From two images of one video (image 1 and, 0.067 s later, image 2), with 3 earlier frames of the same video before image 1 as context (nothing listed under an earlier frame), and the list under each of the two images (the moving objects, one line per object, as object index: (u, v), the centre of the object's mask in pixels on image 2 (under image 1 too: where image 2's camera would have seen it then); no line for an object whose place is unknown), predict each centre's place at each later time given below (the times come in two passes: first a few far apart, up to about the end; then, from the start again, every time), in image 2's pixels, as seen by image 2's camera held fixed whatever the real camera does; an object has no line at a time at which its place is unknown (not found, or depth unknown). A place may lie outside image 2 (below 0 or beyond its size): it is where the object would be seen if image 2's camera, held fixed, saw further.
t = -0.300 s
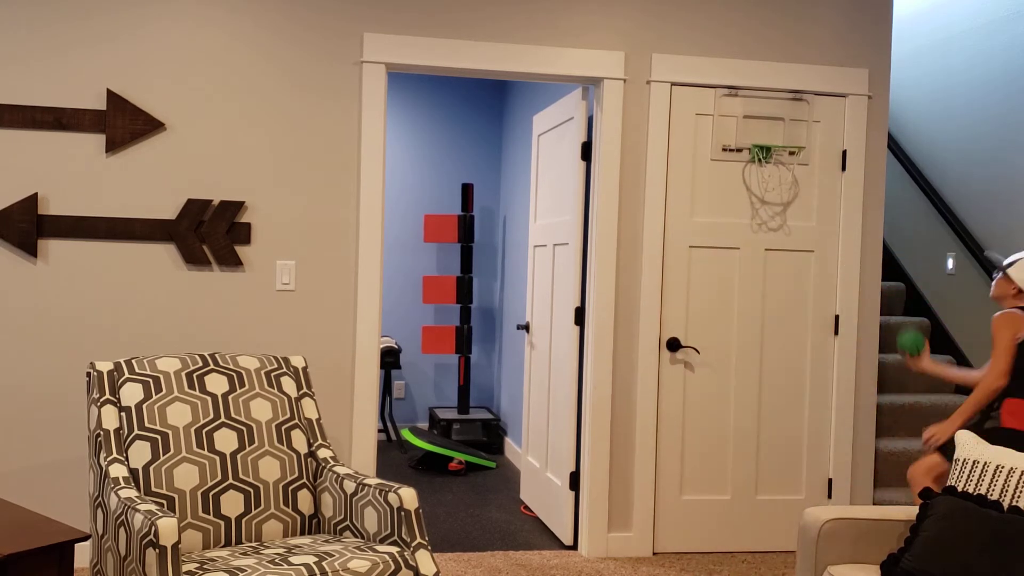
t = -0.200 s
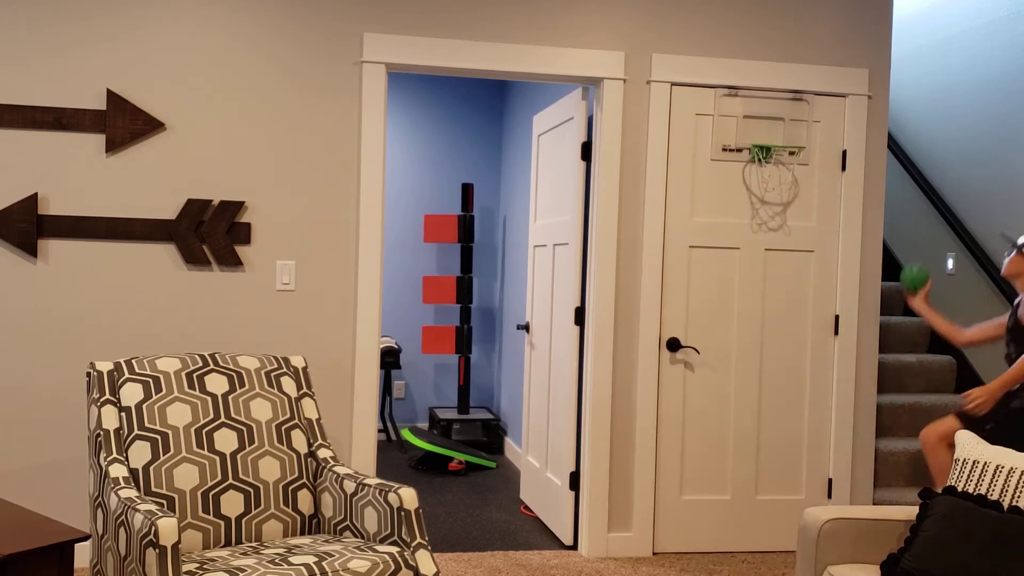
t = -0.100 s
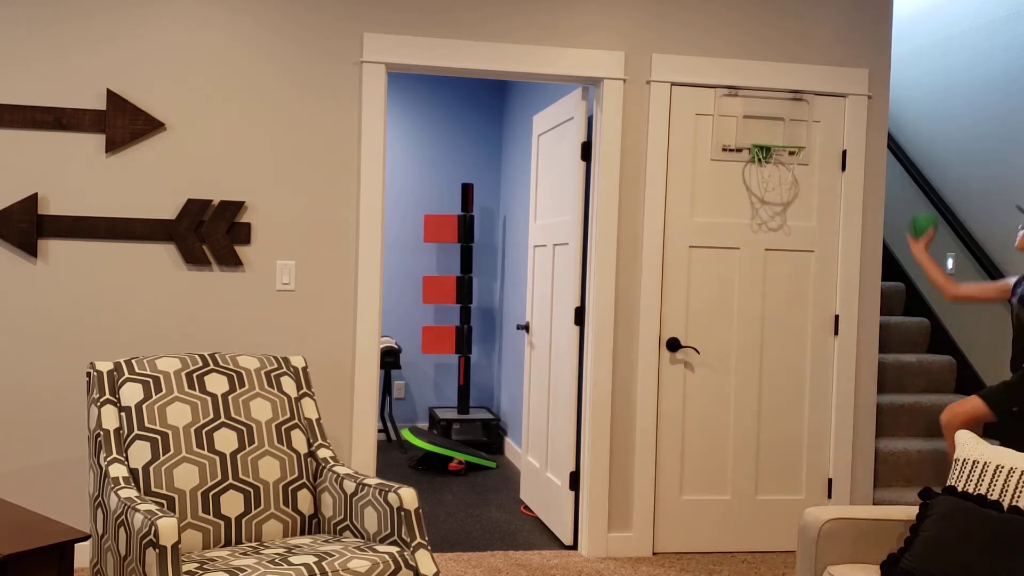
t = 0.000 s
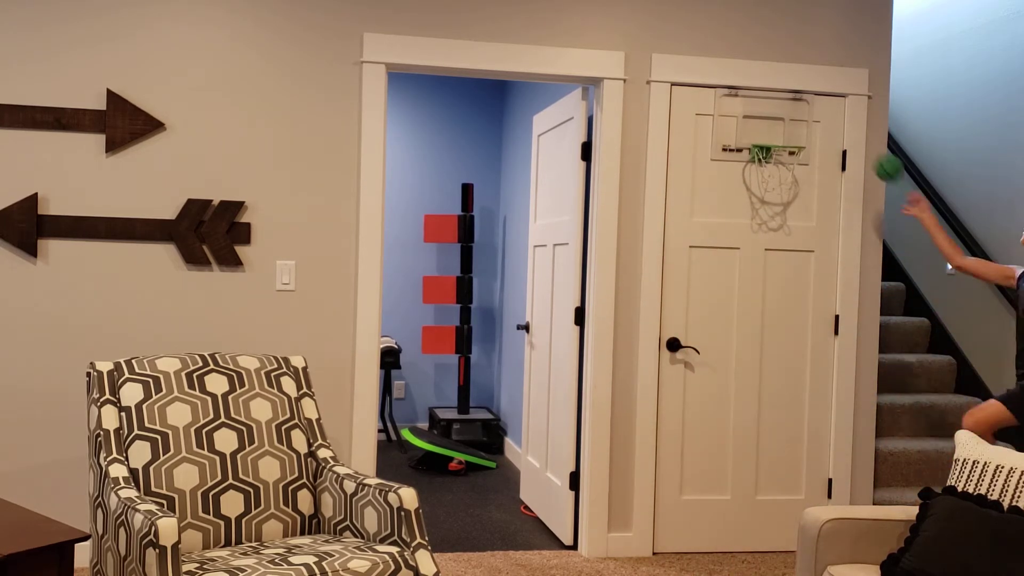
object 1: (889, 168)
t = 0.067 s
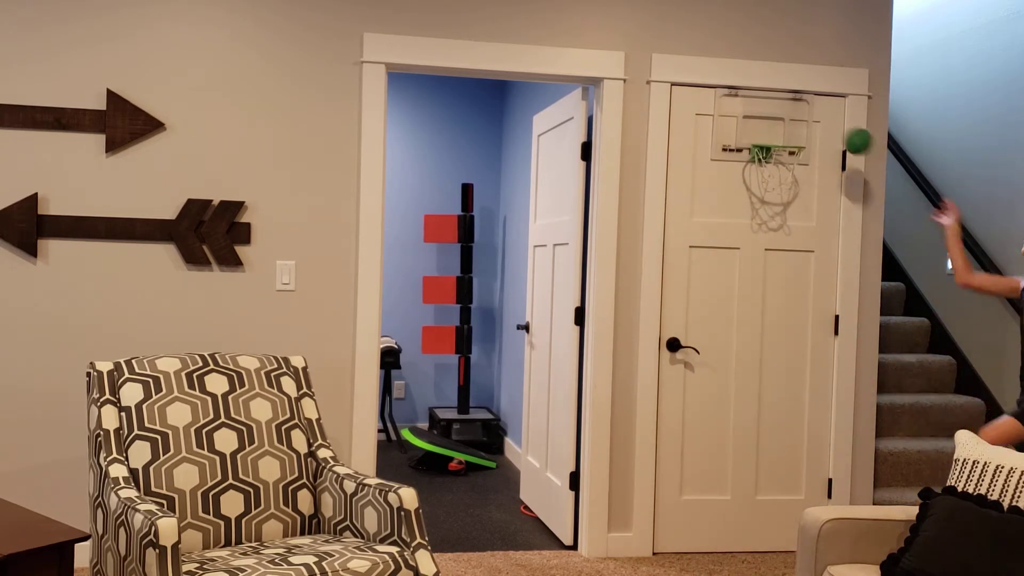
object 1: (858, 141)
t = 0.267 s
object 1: (764, 127)
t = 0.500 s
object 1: (728, 154)
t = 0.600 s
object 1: (714, 199)
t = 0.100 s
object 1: (842, 132)
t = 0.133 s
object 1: (826, 126)
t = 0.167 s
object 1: (811, 122)
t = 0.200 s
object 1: (796, 121)
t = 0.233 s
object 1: (780, 122)
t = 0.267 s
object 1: (764, 127)
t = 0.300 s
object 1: (753, 130)
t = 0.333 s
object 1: (748, 132)
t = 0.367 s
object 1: (744, 132)
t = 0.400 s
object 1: (741, 133)
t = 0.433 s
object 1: (737, 138)
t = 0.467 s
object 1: (732, 145)
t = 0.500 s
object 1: (728, 154)
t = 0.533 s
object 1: (724, 166)
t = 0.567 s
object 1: (719, 182)
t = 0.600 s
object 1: (714, 199)
